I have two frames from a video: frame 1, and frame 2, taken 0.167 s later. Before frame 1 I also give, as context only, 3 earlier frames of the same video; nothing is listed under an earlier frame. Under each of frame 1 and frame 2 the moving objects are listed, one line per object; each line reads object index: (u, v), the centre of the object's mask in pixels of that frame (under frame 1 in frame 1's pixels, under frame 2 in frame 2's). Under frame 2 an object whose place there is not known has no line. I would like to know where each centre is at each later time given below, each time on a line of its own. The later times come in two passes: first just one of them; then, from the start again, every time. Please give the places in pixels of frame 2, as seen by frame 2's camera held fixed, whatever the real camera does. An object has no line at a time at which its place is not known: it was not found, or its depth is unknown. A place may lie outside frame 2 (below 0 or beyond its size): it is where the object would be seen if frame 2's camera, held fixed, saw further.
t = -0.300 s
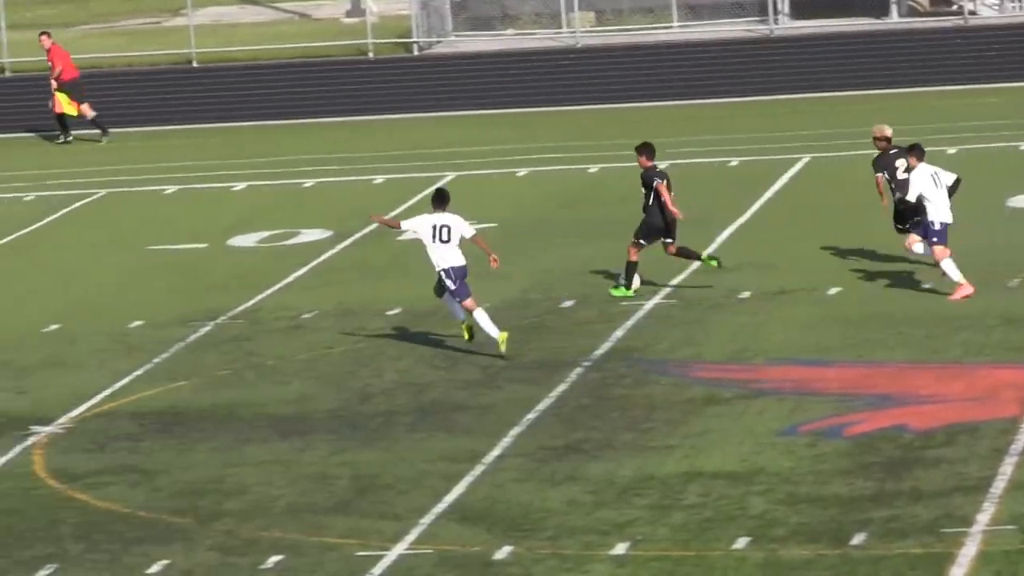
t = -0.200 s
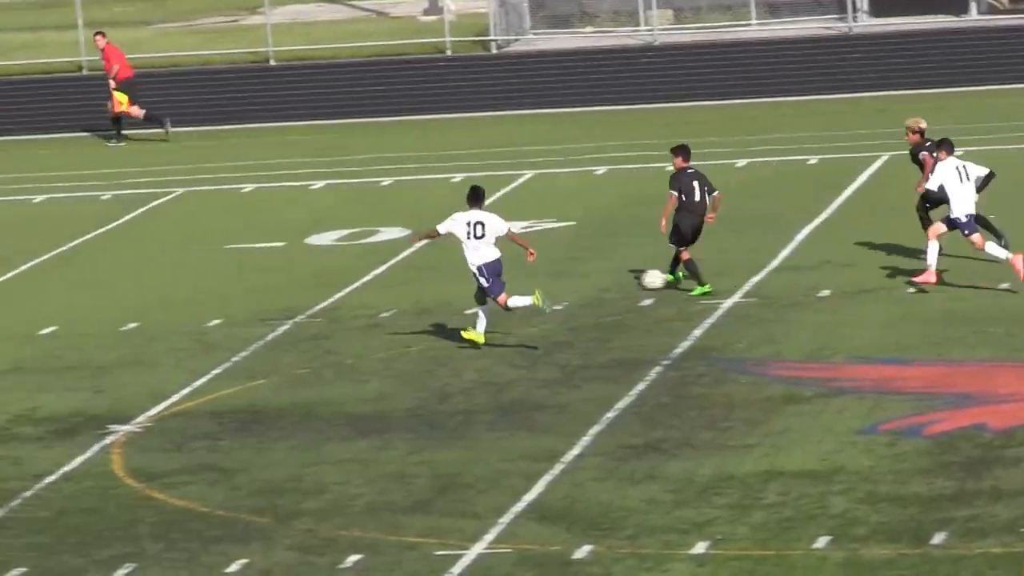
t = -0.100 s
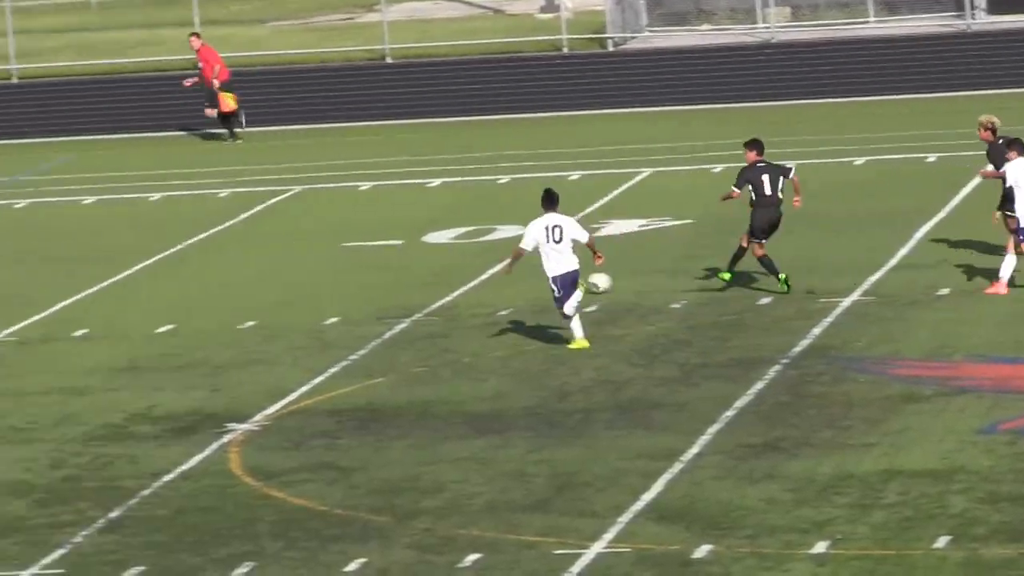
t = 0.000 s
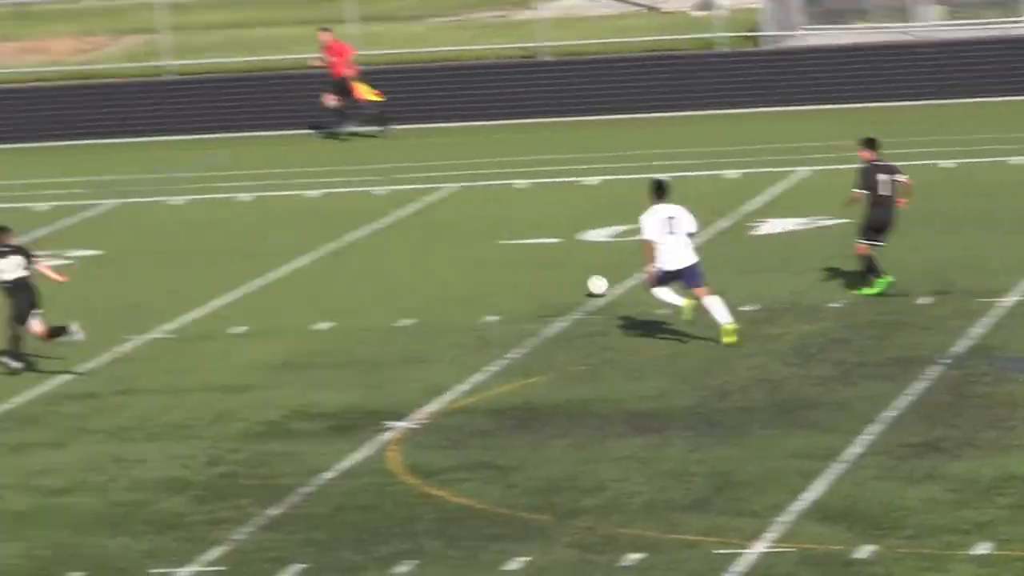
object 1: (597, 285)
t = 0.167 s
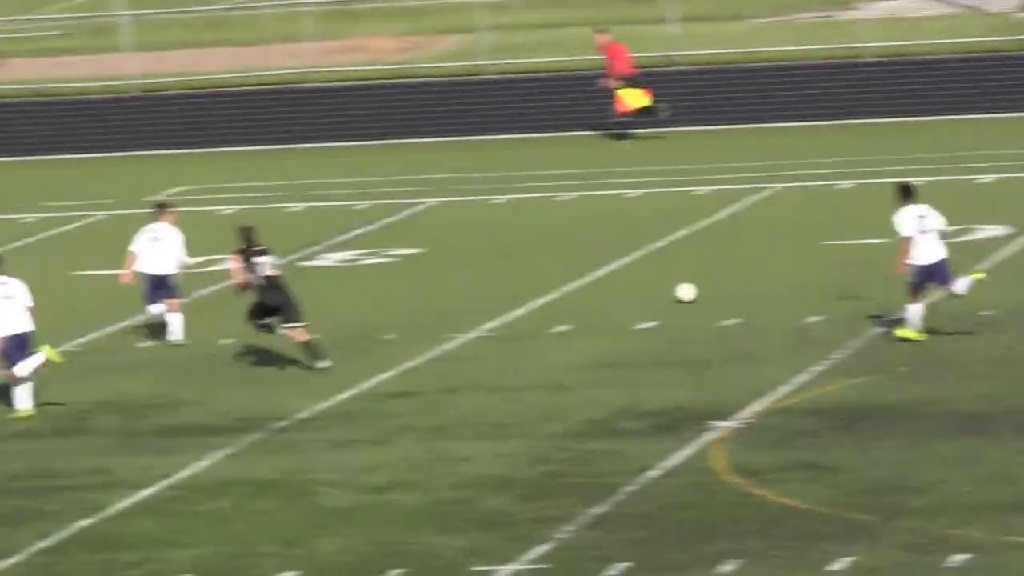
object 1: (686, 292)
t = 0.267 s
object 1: (570, 291)
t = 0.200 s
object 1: (645, 292)
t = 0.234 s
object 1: (607, 291)
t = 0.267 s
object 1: (570, 291)
